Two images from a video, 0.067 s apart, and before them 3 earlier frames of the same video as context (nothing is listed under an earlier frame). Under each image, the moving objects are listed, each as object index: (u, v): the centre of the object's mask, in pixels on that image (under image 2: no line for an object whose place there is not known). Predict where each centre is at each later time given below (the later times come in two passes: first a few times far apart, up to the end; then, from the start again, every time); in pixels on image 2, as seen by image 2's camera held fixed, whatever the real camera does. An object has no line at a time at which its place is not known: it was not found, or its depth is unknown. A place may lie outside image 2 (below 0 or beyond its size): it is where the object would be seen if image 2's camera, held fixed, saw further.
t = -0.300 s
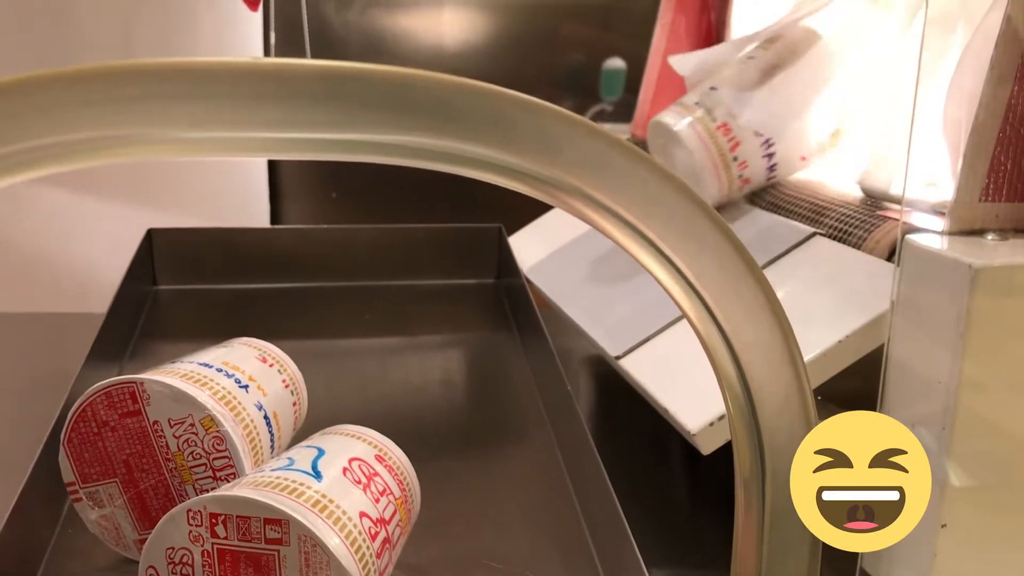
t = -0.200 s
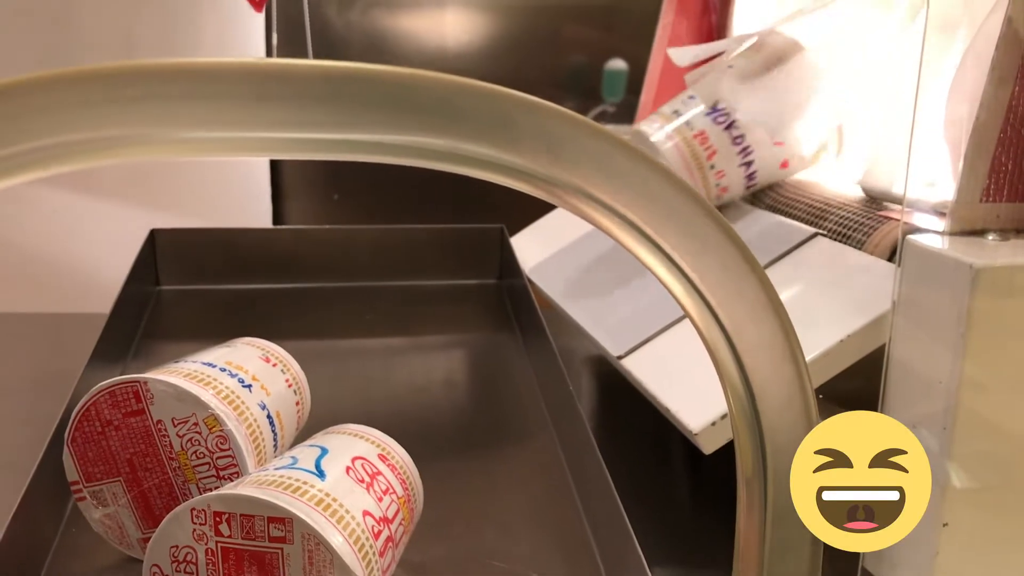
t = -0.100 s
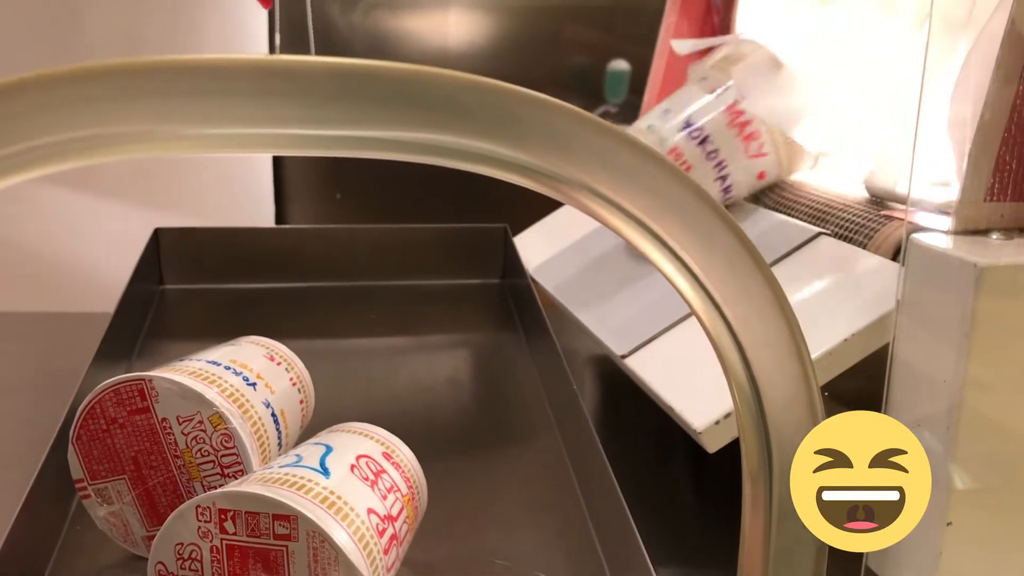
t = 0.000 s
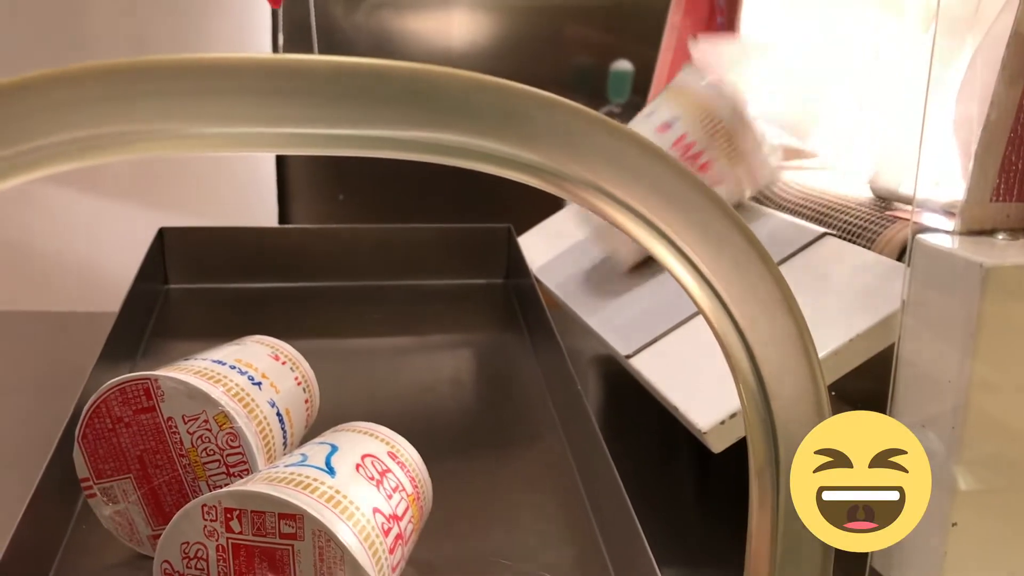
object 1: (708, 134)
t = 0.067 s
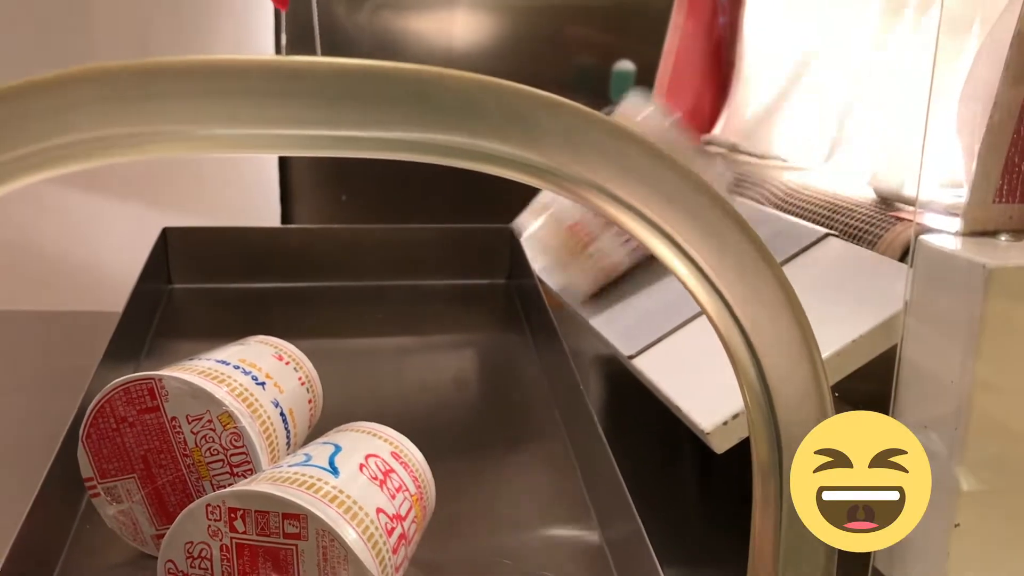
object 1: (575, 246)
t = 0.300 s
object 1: (415, 309)
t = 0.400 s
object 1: (363, 311)
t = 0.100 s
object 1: (558, 252)
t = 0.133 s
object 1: (539, 263)
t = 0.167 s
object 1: (506, 280)
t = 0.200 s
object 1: (474, 300)
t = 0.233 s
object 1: (450, 304)
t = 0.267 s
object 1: (432, 306)
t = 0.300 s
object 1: (415, 309)
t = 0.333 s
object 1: (398, 310)
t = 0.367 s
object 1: (376, 310)
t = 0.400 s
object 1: (363, 311)
